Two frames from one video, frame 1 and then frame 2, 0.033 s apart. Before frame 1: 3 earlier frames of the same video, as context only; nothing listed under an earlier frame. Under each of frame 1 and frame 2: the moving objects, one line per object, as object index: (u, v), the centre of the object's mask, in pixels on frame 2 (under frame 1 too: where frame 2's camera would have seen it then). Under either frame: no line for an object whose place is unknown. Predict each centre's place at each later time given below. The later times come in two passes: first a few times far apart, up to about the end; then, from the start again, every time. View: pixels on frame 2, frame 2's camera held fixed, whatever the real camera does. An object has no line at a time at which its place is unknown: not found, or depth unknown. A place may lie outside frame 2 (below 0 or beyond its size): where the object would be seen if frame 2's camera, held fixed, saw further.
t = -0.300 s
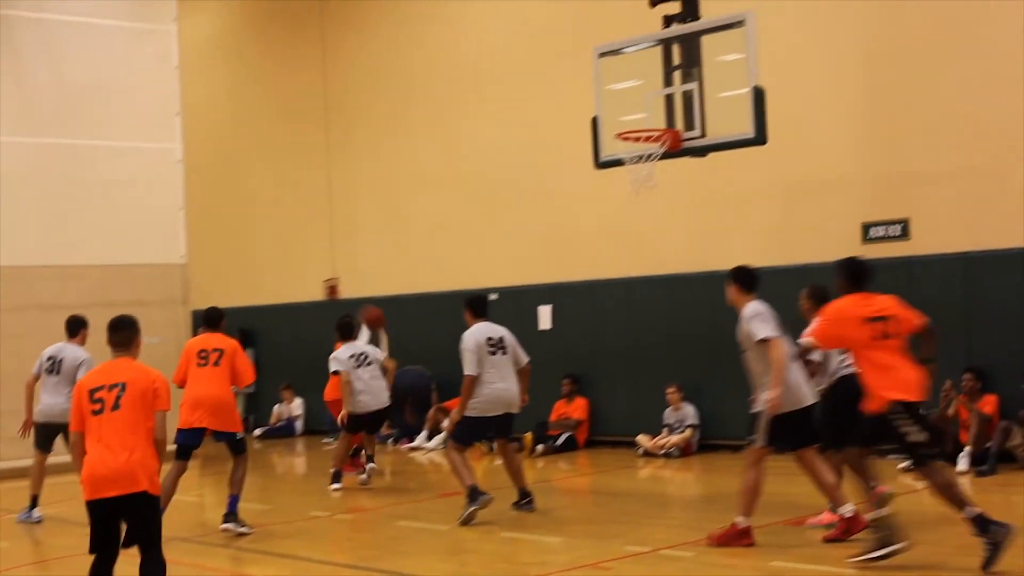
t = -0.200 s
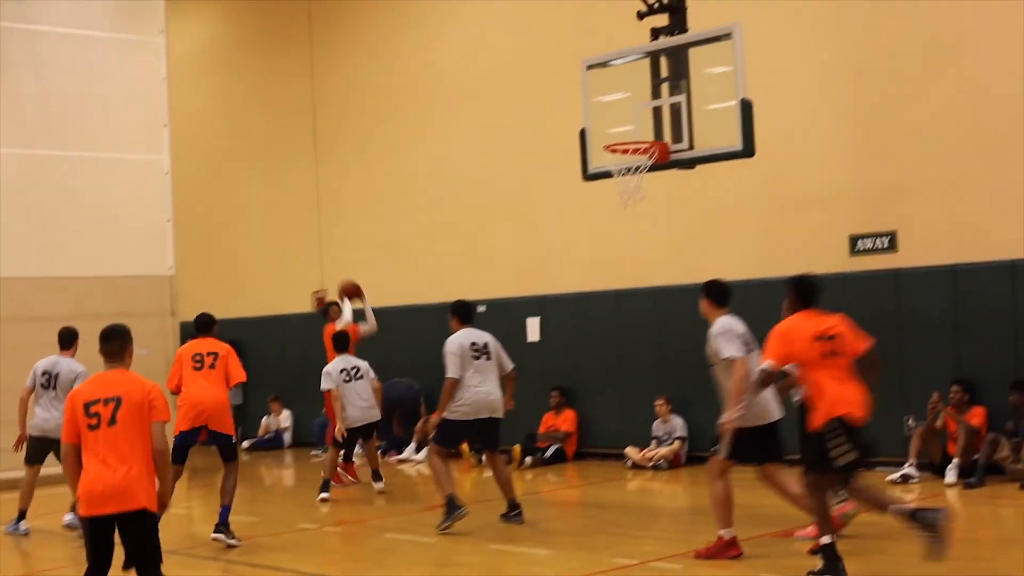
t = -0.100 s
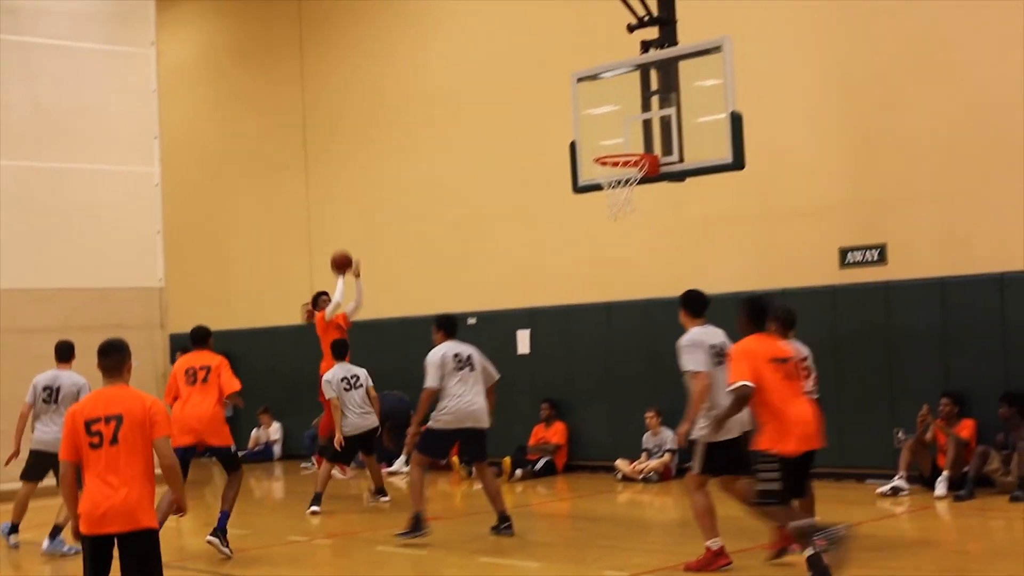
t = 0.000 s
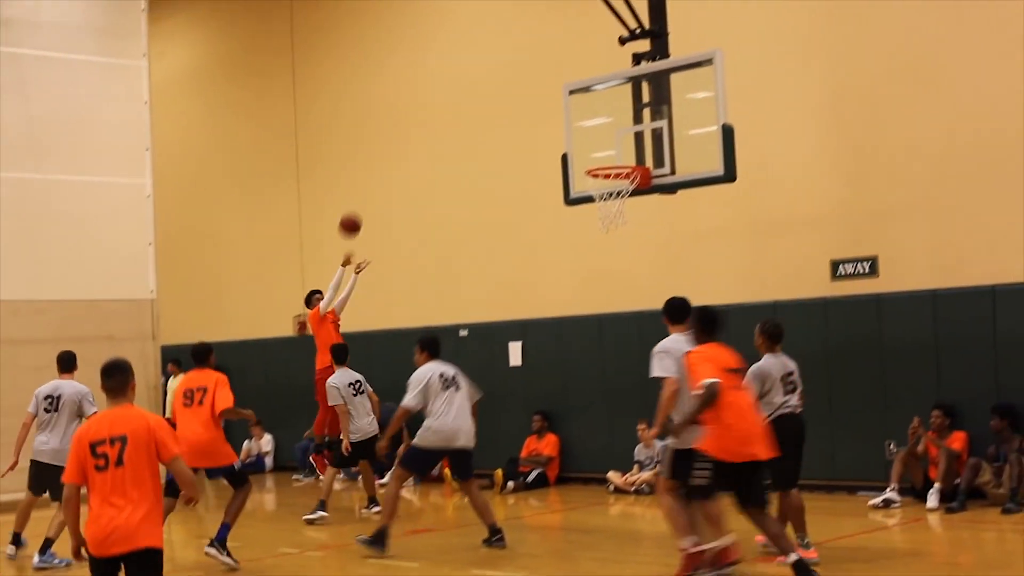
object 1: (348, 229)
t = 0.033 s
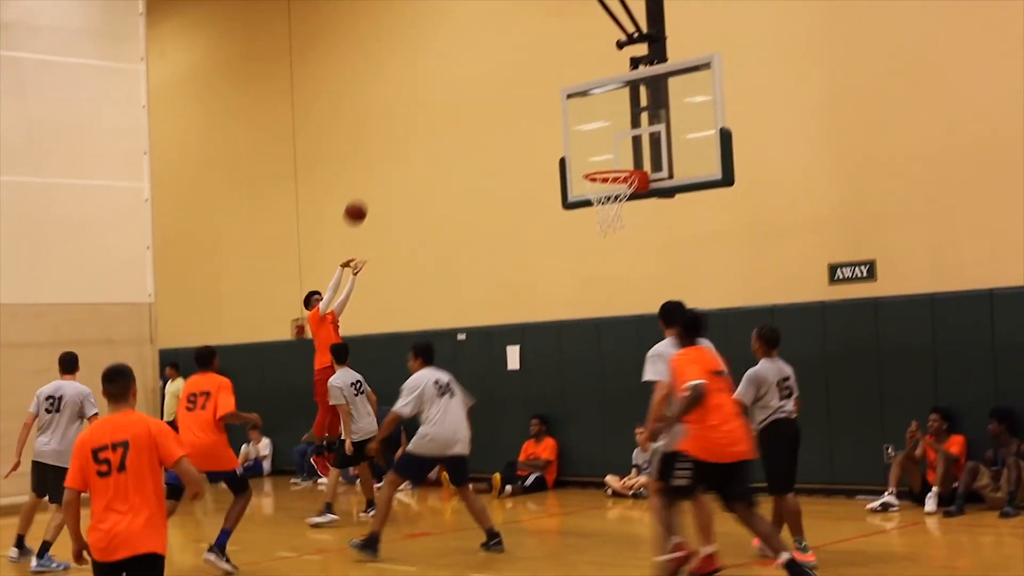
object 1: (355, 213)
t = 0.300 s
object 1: (419, 112)
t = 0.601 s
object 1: (502, 73)
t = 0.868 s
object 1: (587, 117)
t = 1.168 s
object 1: (630, 99)
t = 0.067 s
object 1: (363, 197)
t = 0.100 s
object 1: (371, 182)
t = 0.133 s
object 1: (379, 168)
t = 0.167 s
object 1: (387, 154)
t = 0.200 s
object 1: (394, 143)
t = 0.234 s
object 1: (402, 132)
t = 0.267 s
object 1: (411, 121)
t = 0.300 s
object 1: (419, 112)
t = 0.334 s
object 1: (428, 104)
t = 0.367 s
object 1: (437, 96)
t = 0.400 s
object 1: (445, 90)
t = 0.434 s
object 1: (454, 85)
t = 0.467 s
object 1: (464, 80)
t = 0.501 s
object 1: (473, 77)
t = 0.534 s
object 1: (483, 75)
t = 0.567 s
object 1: (492, 73)
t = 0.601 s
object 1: (502, 73)
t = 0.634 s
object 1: (512, 74)
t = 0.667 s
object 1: (522, 77)
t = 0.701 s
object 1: (532, 80)
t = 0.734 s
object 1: (542, 85)
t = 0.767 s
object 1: (553, 91)
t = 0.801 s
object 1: (563, 98)
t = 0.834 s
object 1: (576, 107)
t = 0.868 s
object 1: (587, 117)
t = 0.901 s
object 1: (599, 128)
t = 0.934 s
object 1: (610, 140)
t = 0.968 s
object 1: (620, 152)
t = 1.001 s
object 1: (626, 156)
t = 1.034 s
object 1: (627, 143)
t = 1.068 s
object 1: (627, 130)
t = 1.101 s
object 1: (629, 118)
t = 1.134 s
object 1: (629, 108)
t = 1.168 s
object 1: (630, 99)
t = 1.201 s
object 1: (631, 90)
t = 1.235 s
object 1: (633, 83)
